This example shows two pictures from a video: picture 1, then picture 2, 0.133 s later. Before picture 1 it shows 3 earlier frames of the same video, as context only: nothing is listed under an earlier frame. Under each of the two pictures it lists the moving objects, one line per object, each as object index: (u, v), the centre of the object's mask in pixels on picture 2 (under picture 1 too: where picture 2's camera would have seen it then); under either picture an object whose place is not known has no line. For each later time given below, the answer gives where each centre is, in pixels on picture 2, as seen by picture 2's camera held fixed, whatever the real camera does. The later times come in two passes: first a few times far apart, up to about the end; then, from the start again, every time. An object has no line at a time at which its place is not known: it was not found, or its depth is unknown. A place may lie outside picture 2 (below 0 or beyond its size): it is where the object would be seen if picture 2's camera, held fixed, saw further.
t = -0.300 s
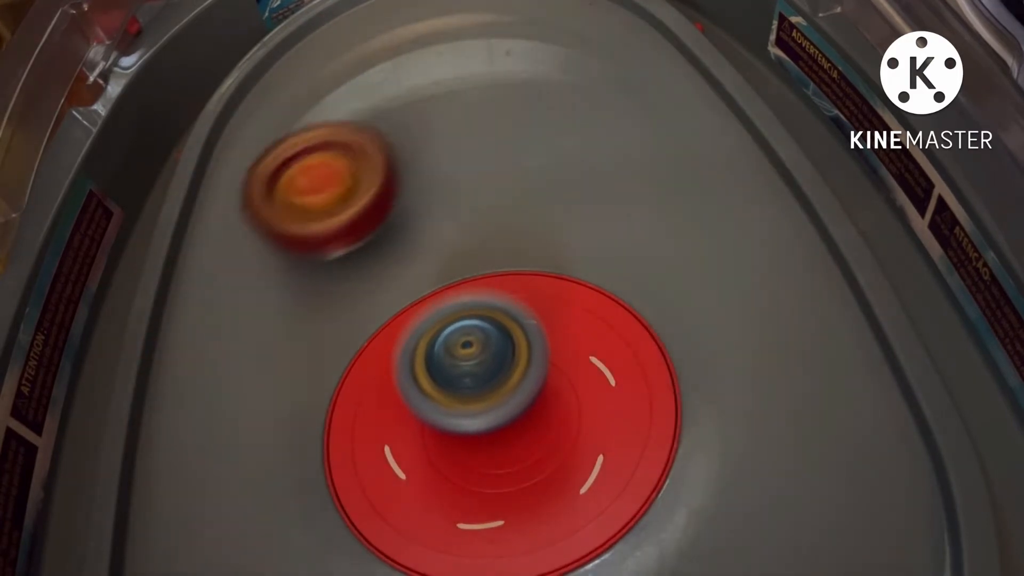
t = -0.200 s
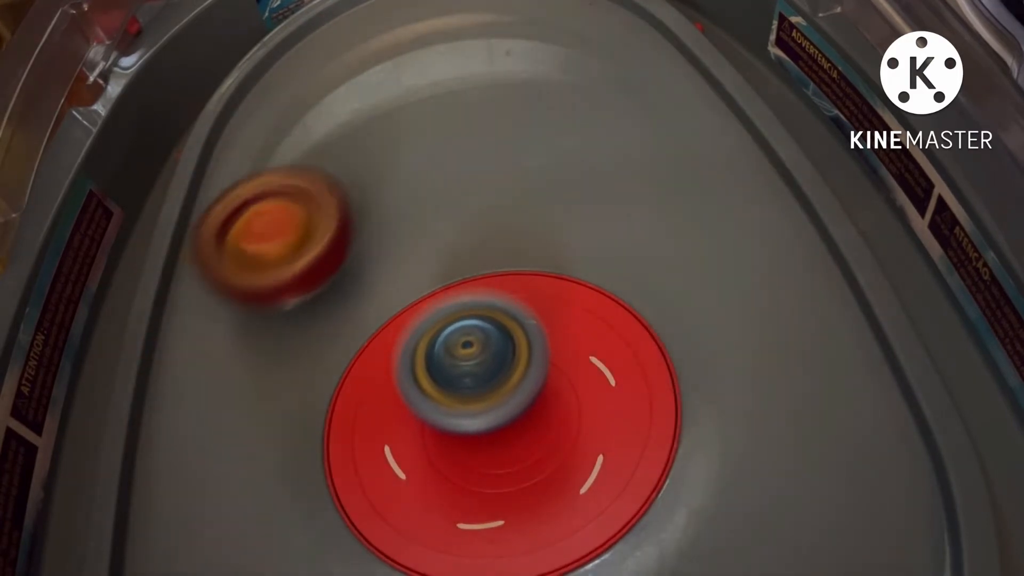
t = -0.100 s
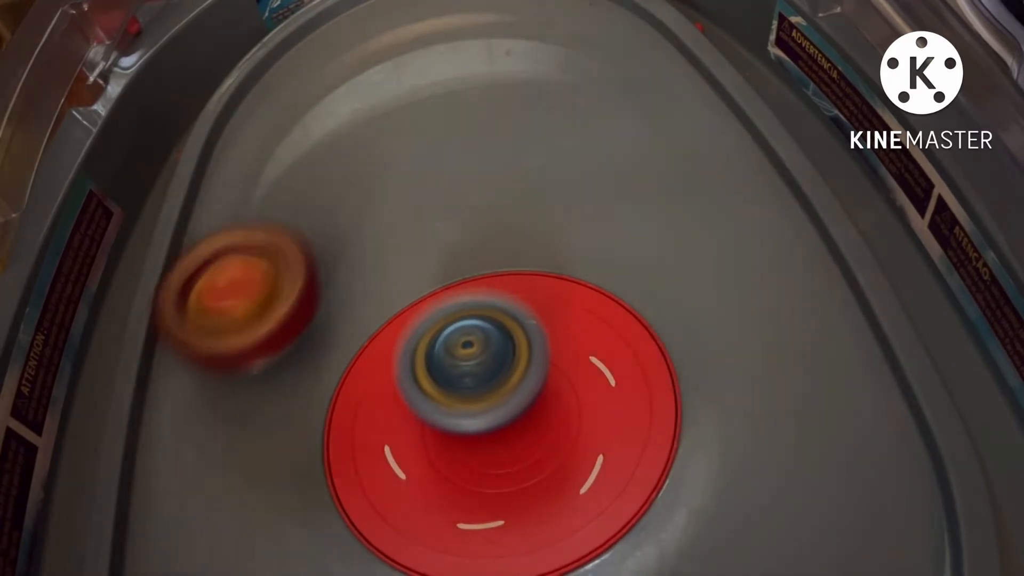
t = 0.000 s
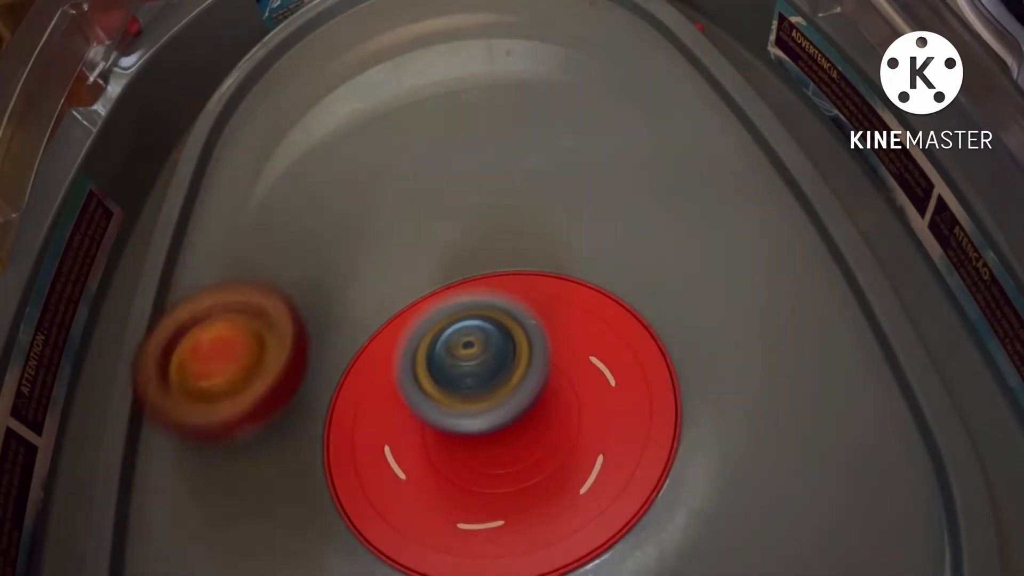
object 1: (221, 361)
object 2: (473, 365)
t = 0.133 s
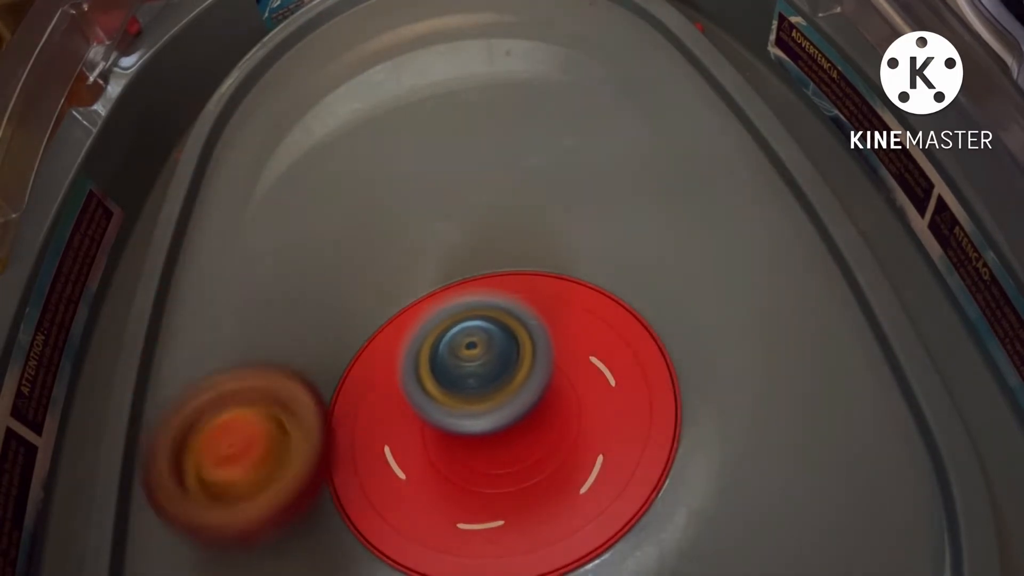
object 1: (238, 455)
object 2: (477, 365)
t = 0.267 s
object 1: (333, 521)
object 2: (480, 365)
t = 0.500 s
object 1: (686, 429)
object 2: (481, 364)
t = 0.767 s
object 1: (527, 190)
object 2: (482, 363)
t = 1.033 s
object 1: (333, 228)
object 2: (482, 367)
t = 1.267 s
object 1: (252, 322)
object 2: (483, 369)
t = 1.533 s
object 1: (314, 492)
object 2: (484, 370)
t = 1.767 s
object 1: (599, 459)
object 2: (477, 365)
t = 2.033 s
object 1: (585, 246)
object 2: (466, 372)
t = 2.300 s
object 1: (367, 282)
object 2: (464, 397)
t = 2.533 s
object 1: (329, 420)
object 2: (511, 411)
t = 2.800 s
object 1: (426, 466)
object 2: (552, 349)
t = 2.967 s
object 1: (449, 448)
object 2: (545, 307)
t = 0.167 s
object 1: (251, 480)
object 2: (478, 365)
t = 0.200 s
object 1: (269, 498)
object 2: (478, 365)
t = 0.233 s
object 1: (296, 510)
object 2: (479, 365)
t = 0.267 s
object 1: (333, 521)
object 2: (480, 365)
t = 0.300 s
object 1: (380, 529)
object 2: (480, 364)
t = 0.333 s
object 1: (437, 533)
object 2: (481, 364)
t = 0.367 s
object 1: (491, 531)
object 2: (481, 363)
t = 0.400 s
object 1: (551, 524)
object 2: (481, 364)
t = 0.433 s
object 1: (605, 509)
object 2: (481, 363)
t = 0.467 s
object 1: (653, 480)
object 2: (481, 364)
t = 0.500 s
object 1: (686, 429)
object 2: (481, 364)
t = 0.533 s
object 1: (695, 377)
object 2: (482, 364)
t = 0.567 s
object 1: (693, 328)
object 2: (482, 364)
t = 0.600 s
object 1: (680, 286)
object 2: (482, 364)
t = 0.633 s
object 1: (654, 250)
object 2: (482, 364)
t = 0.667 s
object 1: (623, 224)
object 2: (482, 364)
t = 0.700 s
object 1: (590, 206)
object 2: (482, 364)
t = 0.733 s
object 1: (556, 196)
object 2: (482, 364)
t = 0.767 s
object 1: (527, 190)
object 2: (482, 363)
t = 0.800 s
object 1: (498, 186)
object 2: (482, 363)
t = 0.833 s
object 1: (471, 187)
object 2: (482, 364)
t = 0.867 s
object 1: (446, 189)
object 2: (482, 364)
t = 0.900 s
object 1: (420, 194)
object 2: (482, 364)
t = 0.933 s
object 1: (396, 199)
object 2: (482, 366)
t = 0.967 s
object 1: (374, 207)
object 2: (482, 365)
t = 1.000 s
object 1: (352, 217)
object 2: (482, 367)
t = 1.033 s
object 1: (333, 228)
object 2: (482, 367)
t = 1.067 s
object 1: (315, 240)
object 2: (483, 368)
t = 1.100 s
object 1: (299, 252)
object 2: (483, 368)
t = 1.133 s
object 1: (285, 265)
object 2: (482, 368)
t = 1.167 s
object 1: (274, 278)
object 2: (483, 369)
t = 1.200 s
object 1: (264, 292)
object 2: (482, 368)
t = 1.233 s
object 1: (257, 307)
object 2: (482, 368)
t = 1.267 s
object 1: (252, 322)
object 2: (483, 369)
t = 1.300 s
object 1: (248, 338)
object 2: (483, 368)
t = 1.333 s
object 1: (245, 355)
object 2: (483, 368)
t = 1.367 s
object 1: (246, 375)
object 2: (483, 369)
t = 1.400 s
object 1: (249, 396)
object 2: (484, 369)
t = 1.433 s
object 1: (255, 419)
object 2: (483, 369)
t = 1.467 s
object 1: (267, 444)
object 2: (484, 369)
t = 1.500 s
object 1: (285, 468)
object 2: (484, 370)
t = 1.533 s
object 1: (314, 492)
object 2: (484, 370)
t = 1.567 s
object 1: (356, 506)
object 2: (484, 370)
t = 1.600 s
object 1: (403, 513)
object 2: (484, 370)
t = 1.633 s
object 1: (450, 512)
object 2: (483, 369)
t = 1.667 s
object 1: (493, 506)
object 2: (482, 367)
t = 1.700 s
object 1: (532, 497)
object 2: (481, 366)
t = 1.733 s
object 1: (569, 483)
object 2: (478, 365)
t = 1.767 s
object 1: (599, 459)
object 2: (477, 365)
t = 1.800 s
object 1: (624, 430)
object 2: (477, 365)
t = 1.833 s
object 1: (644, 398)
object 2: (477, 365)
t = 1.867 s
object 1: (655, 365)
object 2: (477, 365)
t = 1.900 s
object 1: (659, 334)
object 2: (477, 365)
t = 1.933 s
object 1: (649, 308)
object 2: (475, 367)
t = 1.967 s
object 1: (628, 284)
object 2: (475, 367)
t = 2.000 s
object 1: (607, 263)
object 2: (471, 370)
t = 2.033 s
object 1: (585, 246)
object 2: (466, 372)
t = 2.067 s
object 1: (556, 233)
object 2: (463, 374)
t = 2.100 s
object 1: (527, 226)
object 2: (461, 375)
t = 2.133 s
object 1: (495, 225)
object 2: (459, 376)
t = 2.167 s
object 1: (468, 229)
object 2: (459, 378)
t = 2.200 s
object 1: (441, 236)
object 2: (459, 379)
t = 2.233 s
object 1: (415, 246)
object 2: (460, 384)
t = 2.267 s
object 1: (388, 263)
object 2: (461, 390)
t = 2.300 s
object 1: (367, 282)
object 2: (464, 397)
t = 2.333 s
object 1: (350, 302)
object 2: (469, 405)
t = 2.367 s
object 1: (334, 325)
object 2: (475, 410)
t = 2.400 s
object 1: (324, 348)
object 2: (479, 414)
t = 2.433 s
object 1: (320, 366)
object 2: (483, 413)
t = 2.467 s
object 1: (319, 384)
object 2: (494, 415)
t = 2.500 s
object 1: (323, 403)
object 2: (504, 414)
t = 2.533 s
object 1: (329, 420)
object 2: (511, 411)
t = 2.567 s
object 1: (338, 436)
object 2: (521, 406)
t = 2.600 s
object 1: (347, 445)
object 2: (531, 399)
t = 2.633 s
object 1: (360, 453)
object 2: (537, 394)
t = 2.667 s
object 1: (373, 460)
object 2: (542, 385)
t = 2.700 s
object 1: (390, 465)
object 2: (546, 375)
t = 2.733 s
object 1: (405, 468)
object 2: (549, 367)
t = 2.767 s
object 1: (415, 468)
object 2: (552, 358)
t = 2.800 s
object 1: (426, 466)
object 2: (552, 349)
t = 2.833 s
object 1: (434, 463)
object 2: (554, 338)
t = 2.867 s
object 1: (438, 461)
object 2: (556, 327)
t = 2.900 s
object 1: (443, 457)
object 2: (553, 319)
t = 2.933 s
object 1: (450, 451)
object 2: (548, 315)
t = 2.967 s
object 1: (449, 448)
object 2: (545, 307)
